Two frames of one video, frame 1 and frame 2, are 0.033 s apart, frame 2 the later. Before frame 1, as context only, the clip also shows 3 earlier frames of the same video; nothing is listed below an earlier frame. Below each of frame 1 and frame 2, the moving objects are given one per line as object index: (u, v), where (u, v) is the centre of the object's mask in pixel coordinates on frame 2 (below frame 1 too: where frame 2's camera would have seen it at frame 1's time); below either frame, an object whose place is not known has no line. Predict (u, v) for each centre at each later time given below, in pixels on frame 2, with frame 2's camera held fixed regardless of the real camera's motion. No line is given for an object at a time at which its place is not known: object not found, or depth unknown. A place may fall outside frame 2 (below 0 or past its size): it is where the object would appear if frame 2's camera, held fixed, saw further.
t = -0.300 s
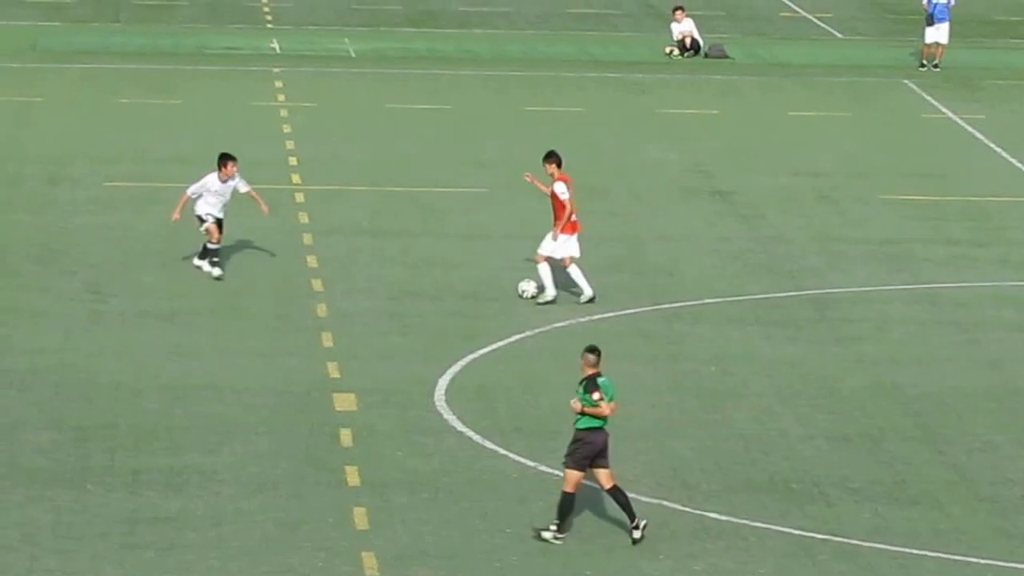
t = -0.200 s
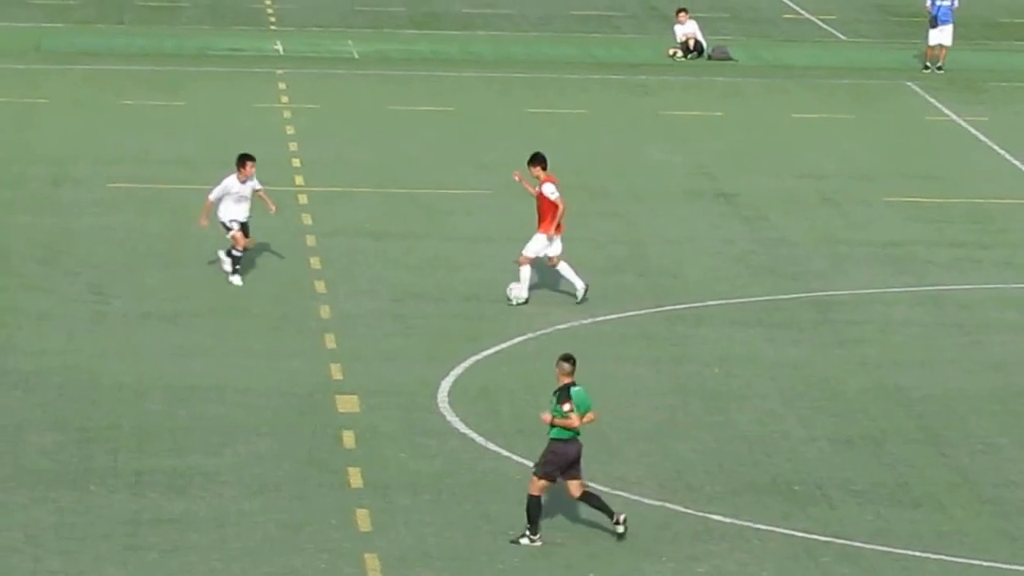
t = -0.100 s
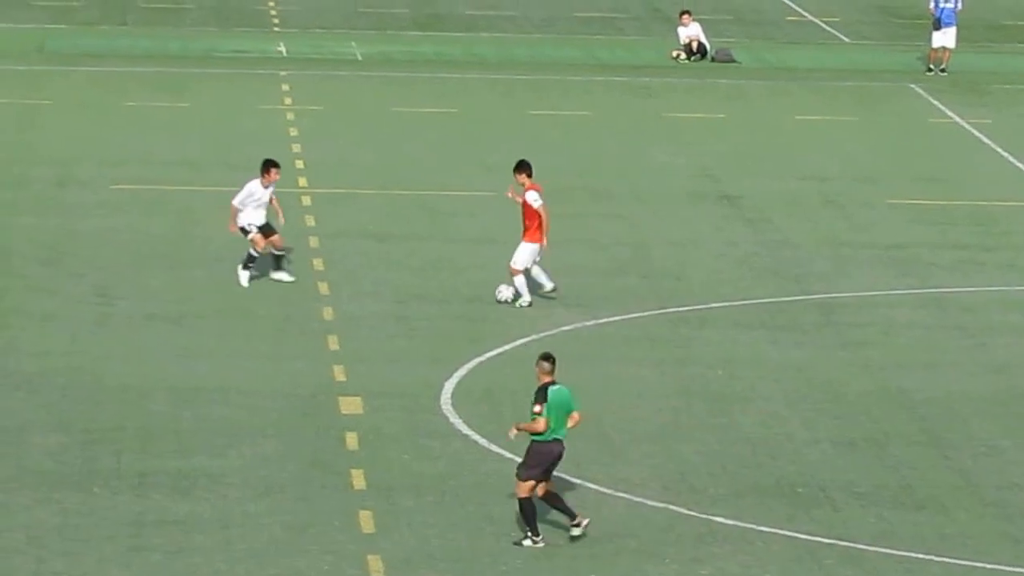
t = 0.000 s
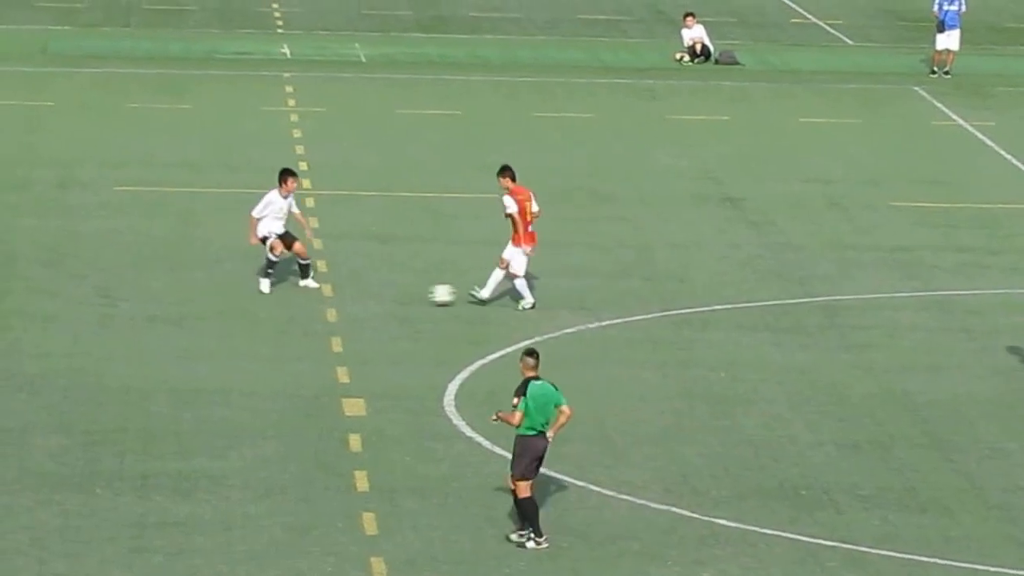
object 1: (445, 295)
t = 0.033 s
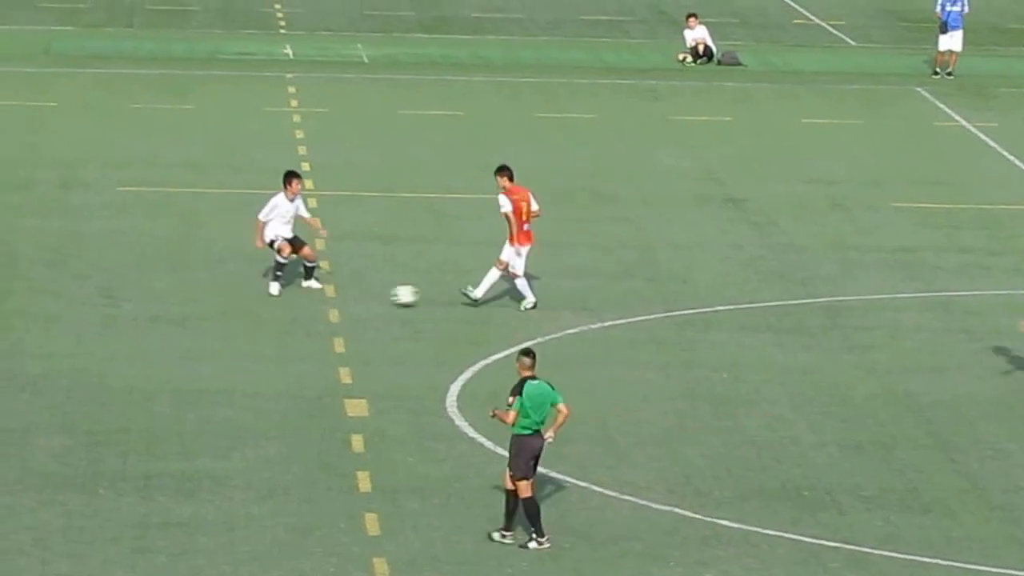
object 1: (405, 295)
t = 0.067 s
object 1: (365, 296)
